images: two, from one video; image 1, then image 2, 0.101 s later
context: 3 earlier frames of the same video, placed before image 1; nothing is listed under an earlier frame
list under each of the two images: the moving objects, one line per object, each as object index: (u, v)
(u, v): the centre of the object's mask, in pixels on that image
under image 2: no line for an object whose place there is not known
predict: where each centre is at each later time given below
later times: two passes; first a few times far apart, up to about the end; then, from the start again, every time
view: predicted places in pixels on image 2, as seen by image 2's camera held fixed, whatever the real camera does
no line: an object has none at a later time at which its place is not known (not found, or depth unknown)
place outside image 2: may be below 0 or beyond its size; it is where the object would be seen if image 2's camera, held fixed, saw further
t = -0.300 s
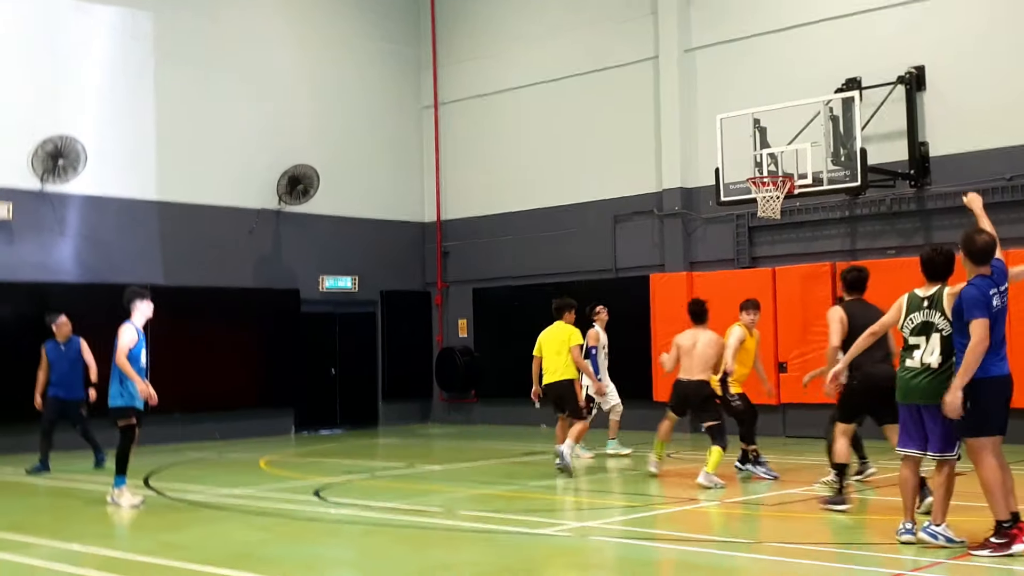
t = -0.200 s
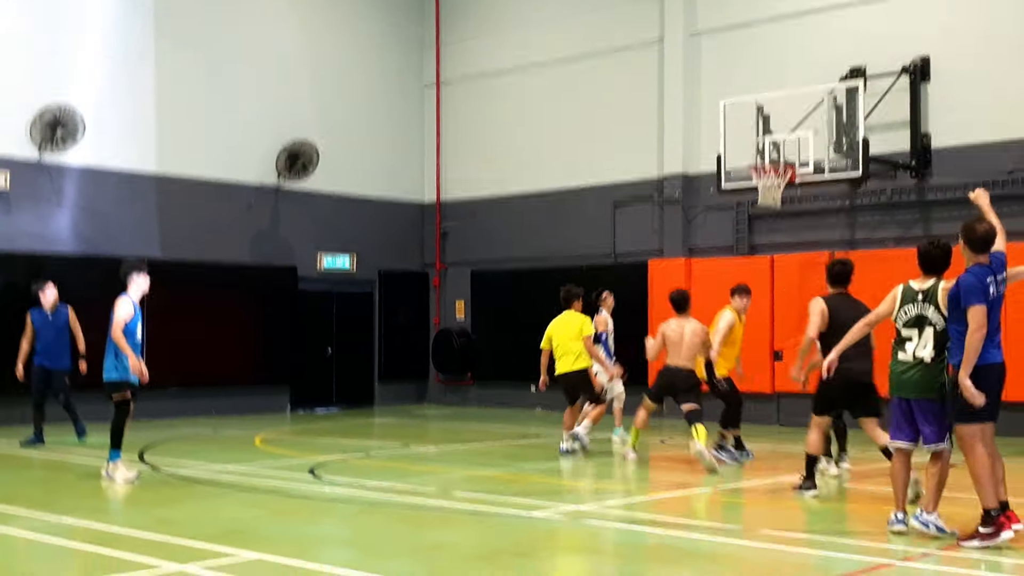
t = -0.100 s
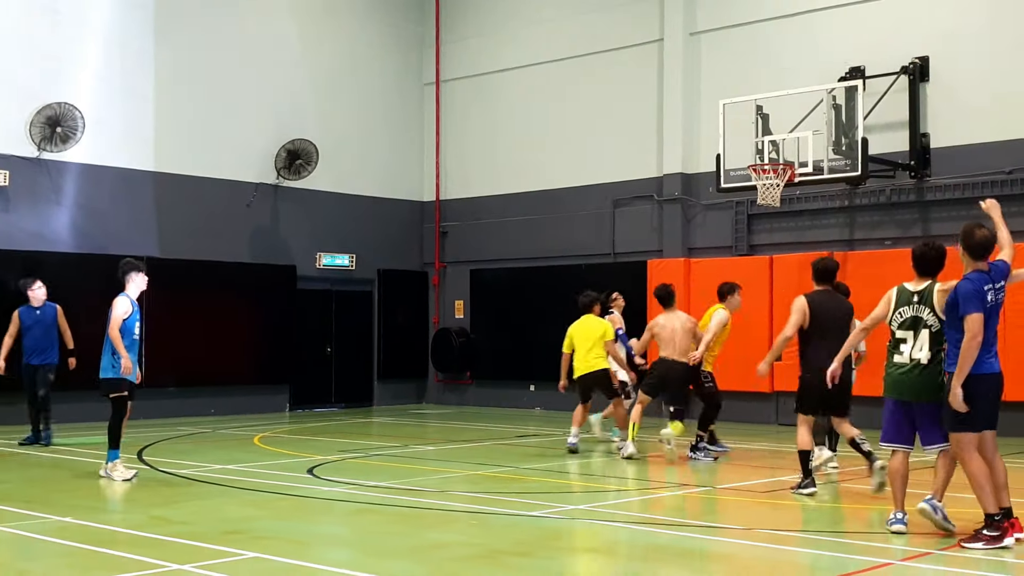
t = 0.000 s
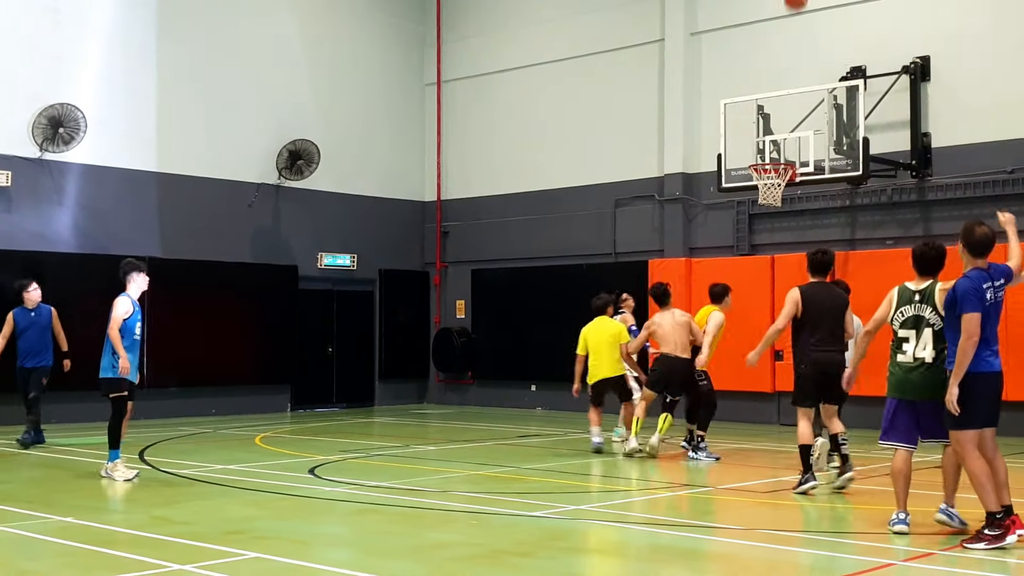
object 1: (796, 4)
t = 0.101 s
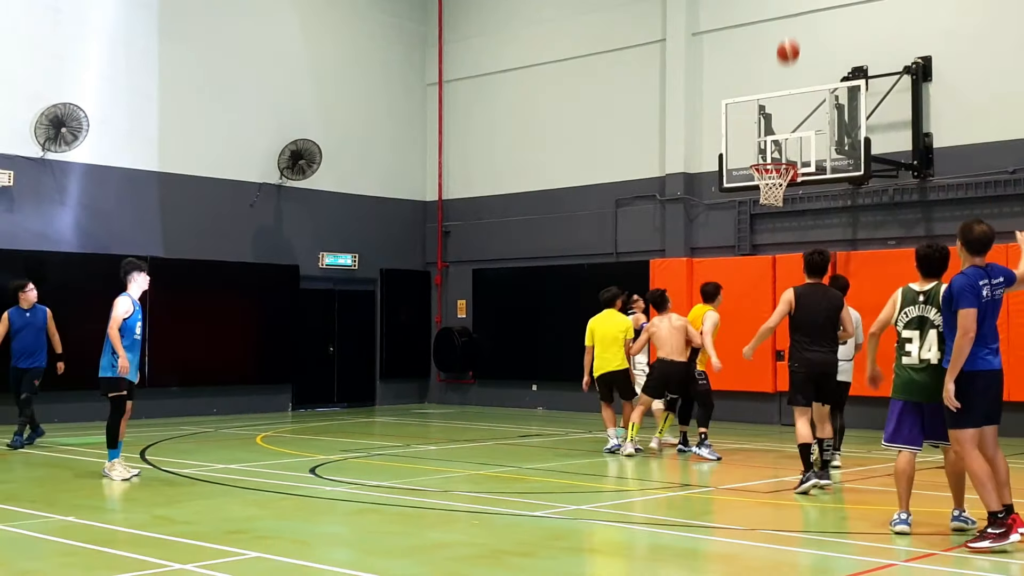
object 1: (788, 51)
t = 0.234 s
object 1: (775, 129)
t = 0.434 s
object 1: (767, 152)
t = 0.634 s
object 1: (720, 153)
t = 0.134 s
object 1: (785, 69)
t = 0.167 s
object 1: (782, 89)
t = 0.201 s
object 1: (778, 110)
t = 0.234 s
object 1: (775, 129)
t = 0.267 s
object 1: (770, 152)
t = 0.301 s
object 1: (772, 154)
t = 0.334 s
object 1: (773, 153)
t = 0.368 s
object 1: (773, 153)
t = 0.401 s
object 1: (773, 154)
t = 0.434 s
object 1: (767, 152)
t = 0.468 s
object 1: (759, 150)
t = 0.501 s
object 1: (751, 149)
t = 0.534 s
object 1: (744, 148)
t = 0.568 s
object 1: (736, 149)
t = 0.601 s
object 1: (728, 150)
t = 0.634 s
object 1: (720, 153)
